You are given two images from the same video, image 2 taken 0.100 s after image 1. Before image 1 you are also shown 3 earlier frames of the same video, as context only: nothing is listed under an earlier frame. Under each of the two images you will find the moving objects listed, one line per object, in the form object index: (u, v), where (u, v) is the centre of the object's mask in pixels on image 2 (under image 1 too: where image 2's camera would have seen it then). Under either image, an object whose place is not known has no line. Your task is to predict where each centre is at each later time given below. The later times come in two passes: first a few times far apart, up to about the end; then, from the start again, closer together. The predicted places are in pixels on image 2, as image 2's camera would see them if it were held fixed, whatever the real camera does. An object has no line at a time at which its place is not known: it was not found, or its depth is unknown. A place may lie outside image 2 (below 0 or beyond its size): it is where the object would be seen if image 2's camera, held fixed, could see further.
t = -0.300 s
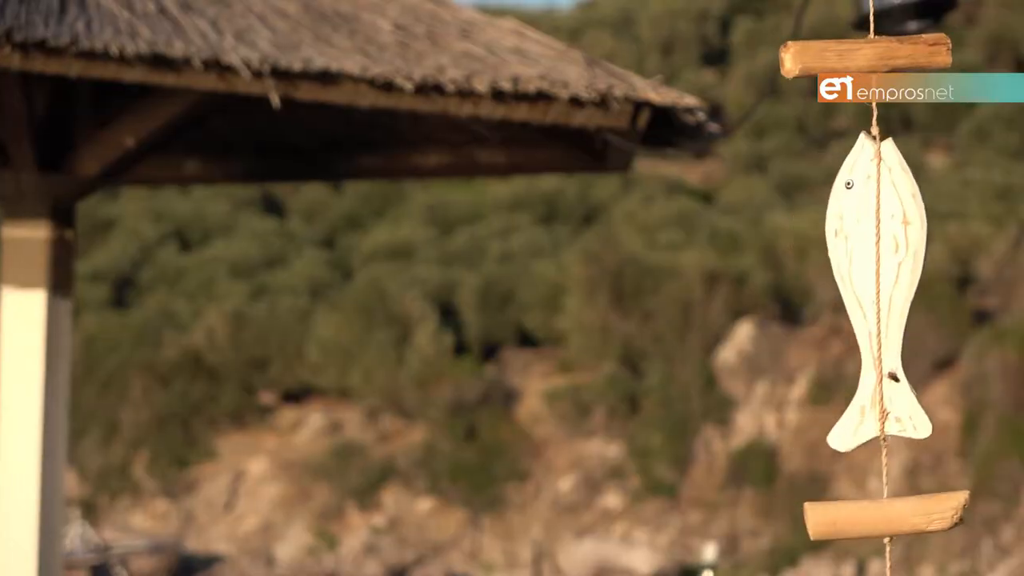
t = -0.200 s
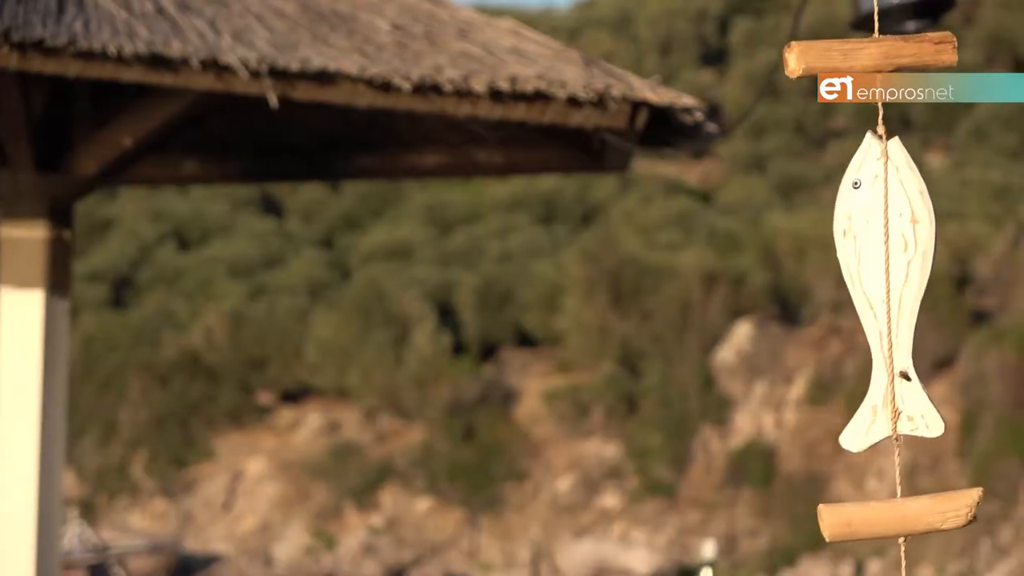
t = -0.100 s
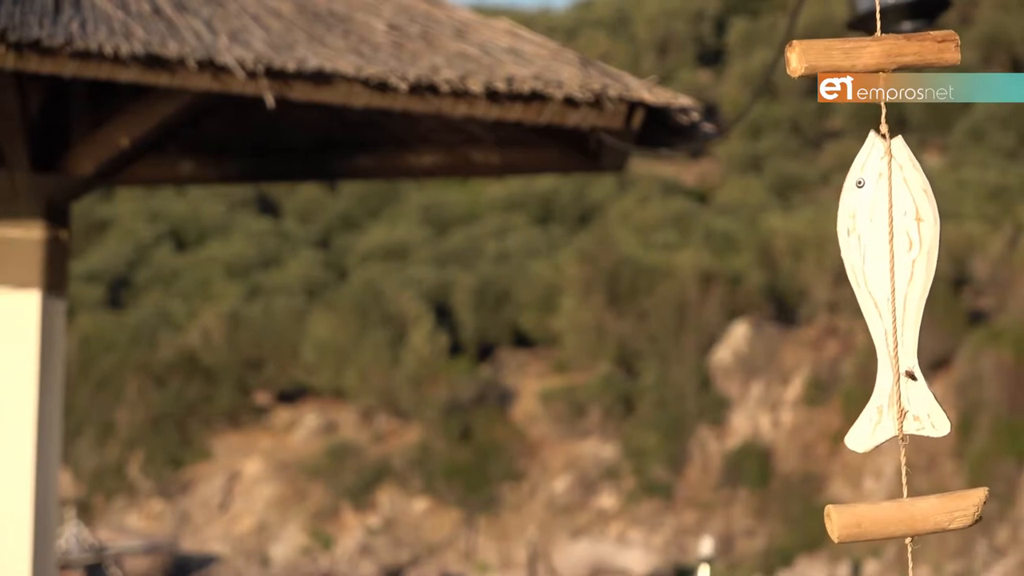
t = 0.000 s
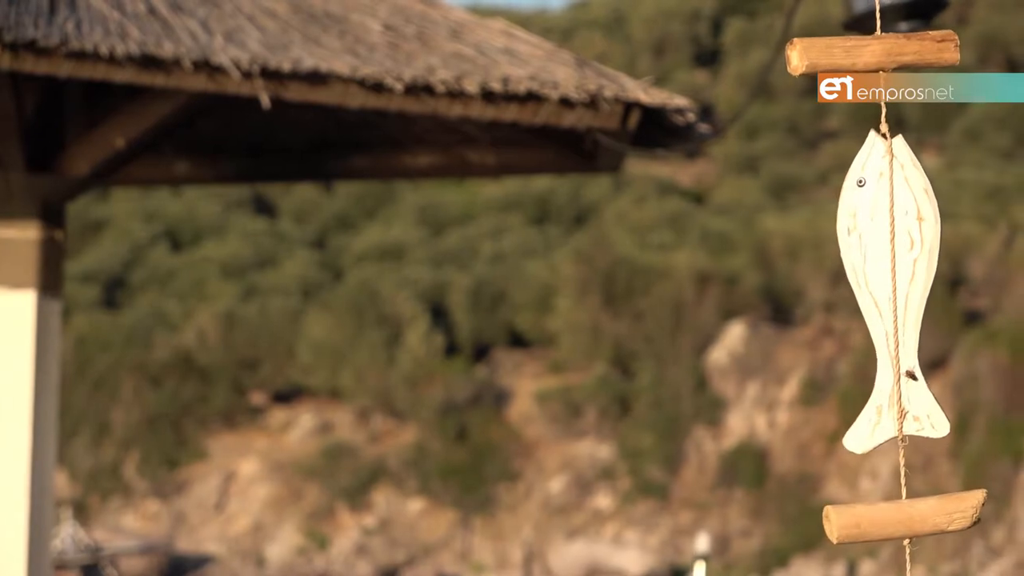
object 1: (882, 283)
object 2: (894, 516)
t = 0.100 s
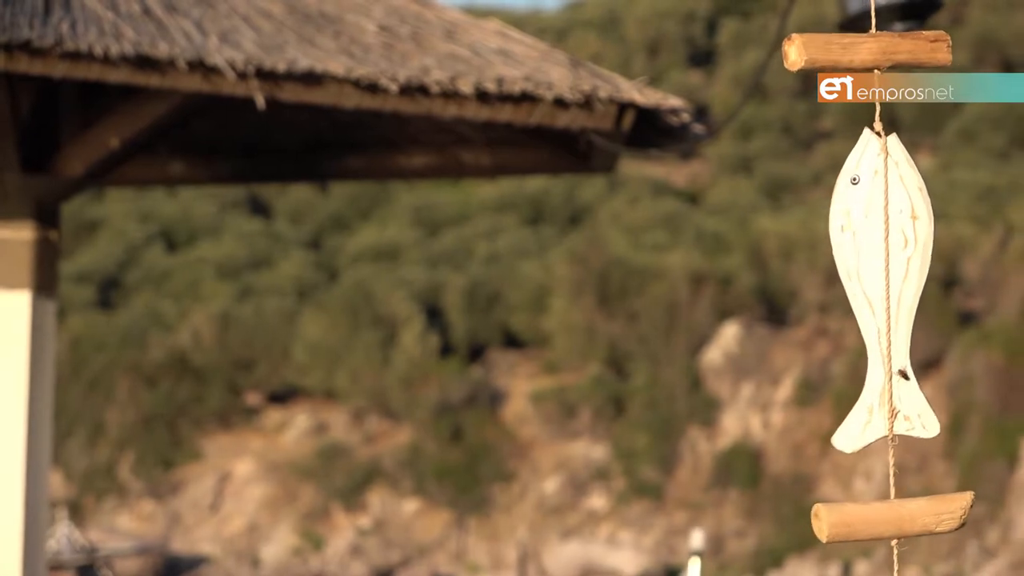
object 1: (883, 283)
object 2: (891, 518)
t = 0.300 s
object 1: (852, 278)
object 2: (850, 515)
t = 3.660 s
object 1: (885, 280)
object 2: (890, 521)
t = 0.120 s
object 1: (881, 282)
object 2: (888, 517)
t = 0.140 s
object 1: (879, 280)
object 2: (885, 516)
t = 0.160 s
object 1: (877, 281)
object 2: (882, 516)
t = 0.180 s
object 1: (876, 281)
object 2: (881, 517)
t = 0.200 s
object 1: (873, 281)
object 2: (876, 516)
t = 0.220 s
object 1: (870, 280)
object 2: (873, 516)
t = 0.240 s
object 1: (866, 279)
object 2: (867, 515)
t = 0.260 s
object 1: (861, 279)
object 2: (861, 515)
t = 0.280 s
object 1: (857, 279)
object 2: (856, 515)
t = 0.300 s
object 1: (852, 278)
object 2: (850, 515)
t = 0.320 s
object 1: (848, 279)
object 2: (844, 516)
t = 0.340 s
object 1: (843, 278)
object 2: (838, 514)
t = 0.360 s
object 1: (837, 276)
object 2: (830, 513)
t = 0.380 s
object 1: (831, 277)
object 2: (823, 513)
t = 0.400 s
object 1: (826, 276)
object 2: (817, 513)
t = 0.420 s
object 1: (820, 275)
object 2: (810, 512)
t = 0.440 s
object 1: (815, 275)
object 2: (804, 511)
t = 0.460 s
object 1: (810, 275)
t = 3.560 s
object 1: (886, 280)
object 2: (899, 520)
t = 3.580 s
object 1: (891, 281)
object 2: (898, 521)
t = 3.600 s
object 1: (890, 281)
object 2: (896, 521)
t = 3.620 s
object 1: (888, 281)
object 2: (895, 521)
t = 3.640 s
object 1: (886, 280)
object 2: (892, 521)
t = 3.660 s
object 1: (885, 280)
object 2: (890, 521)
